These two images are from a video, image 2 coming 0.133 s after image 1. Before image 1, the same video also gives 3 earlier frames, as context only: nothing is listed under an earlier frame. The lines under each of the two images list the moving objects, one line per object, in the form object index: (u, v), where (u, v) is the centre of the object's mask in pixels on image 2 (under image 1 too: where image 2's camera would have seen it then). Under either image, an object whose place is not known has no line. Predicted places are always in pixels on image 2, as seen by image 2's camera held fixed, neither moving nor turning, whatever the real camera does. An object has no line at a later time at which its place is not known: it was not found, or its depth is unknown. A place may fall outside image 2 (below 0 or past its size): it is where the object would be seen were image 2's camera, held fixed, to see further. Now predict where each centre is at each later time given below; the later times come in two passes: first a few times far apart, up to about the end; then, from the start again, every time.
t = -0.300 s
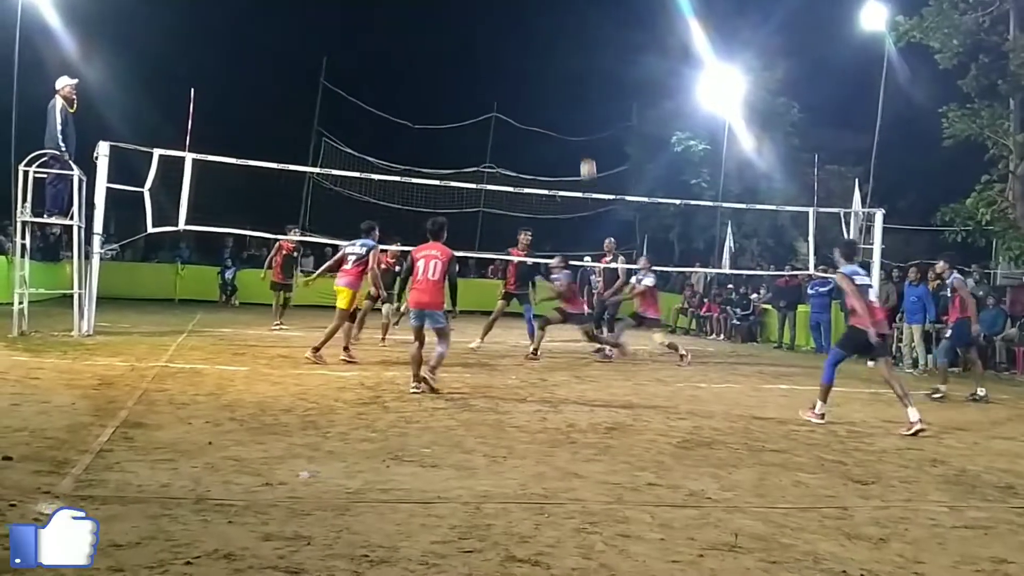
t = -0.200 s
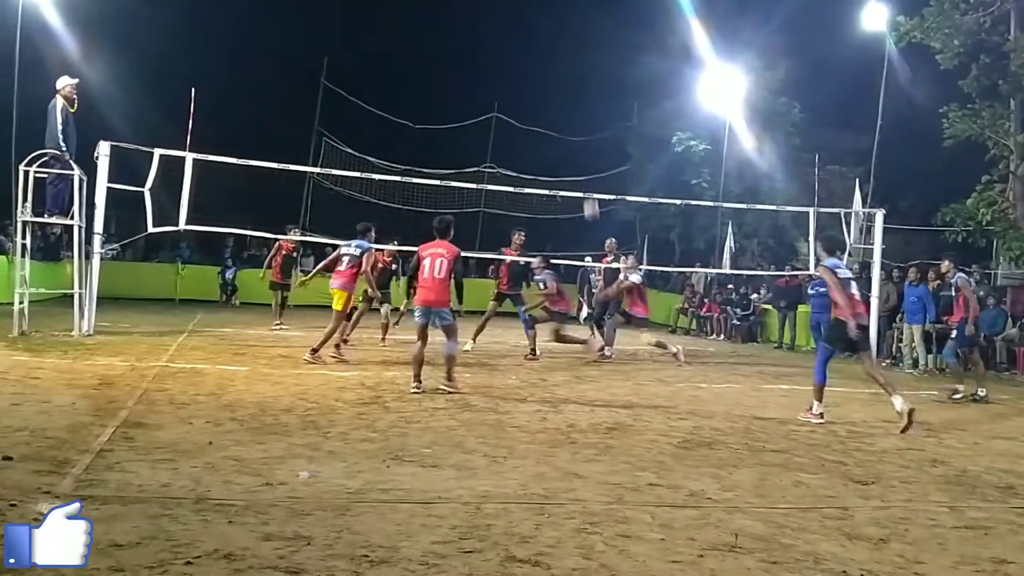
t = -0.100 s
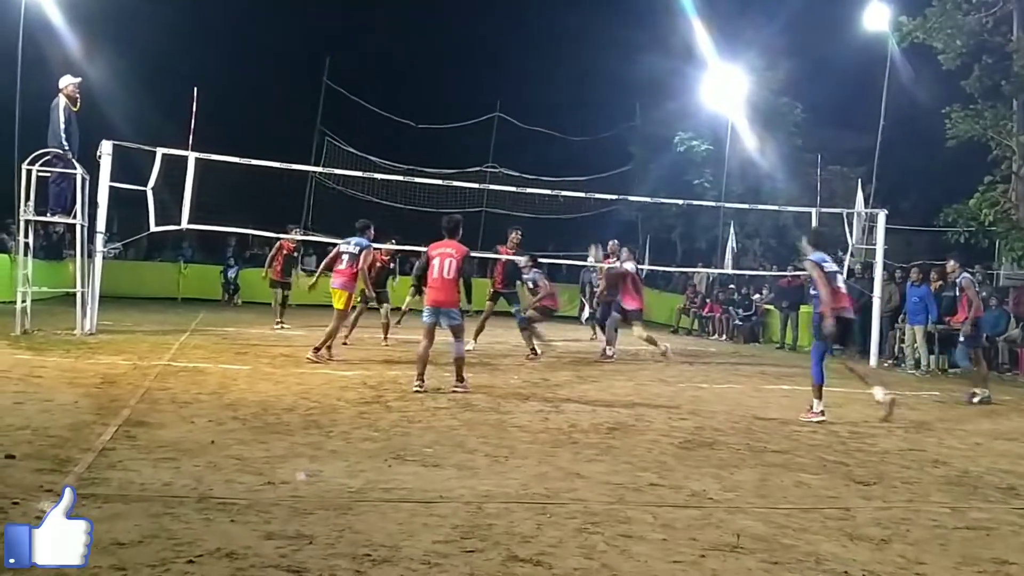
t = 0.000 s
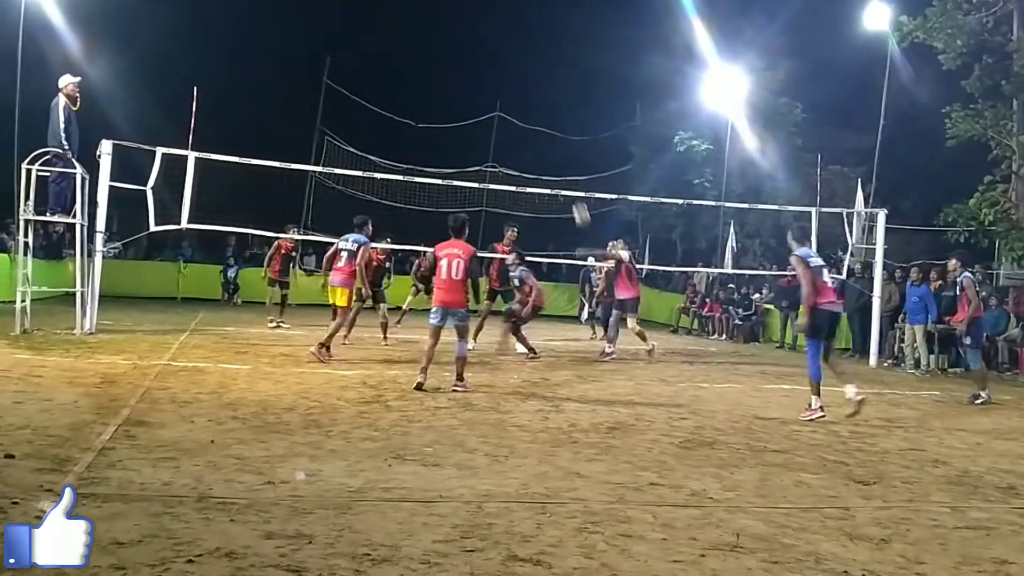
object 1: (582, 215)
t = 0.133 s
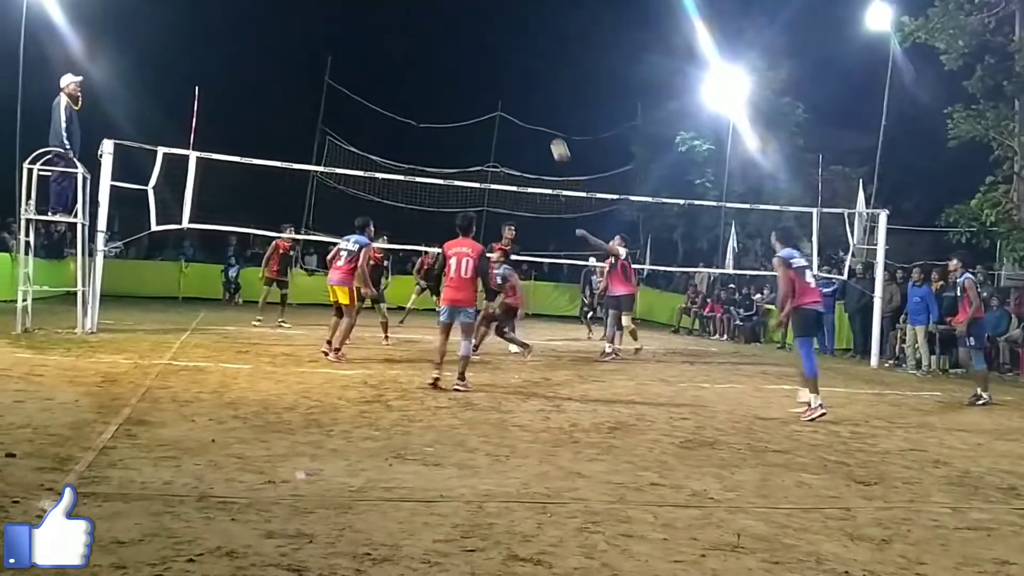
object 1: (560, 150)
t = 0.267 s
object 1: (538, 98)
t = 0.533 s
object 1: (491, 30)
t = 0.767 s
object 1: (446, 13)
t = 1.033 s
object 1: (394, 46)
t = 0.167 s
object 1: (555, 137)
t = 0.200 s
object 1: (549, 122)
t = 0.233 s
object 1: (543, 109)
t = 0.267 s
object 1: (538, 98)
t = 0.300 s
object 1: (532, 87)
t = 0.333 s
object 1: (526, 76)
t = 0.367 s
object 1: (521, 67)
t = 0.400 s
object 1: (515, 58)
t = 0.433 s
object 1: (509, 50)
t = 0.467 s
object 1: (503, 42)
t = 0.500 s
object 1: (497, 36)
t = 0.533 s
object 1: (491, 30)
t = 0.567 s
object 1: (486, 25)
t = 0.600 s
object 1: (479, 21)
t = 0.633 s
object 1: (473, 18)
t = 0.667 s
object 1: (466, 15)
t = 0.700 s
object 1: (459, 14)
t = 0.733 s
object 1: (453, 13)
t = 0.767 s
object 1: (446, 13)
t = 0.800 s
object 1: (440, 15)
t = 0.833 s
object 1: (434, 17)
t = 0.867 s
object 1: (427, 20)
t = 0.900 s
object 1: (421, 23)
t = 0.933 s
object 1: (414, 28)
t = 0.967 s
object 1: (407, 33)
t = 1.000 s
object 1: (401, 39)
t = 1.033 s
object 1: (394, 46)
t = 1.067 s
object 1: (387, 55)
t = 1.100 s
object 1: (379, 64)
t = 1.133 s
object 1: (372, 74)
